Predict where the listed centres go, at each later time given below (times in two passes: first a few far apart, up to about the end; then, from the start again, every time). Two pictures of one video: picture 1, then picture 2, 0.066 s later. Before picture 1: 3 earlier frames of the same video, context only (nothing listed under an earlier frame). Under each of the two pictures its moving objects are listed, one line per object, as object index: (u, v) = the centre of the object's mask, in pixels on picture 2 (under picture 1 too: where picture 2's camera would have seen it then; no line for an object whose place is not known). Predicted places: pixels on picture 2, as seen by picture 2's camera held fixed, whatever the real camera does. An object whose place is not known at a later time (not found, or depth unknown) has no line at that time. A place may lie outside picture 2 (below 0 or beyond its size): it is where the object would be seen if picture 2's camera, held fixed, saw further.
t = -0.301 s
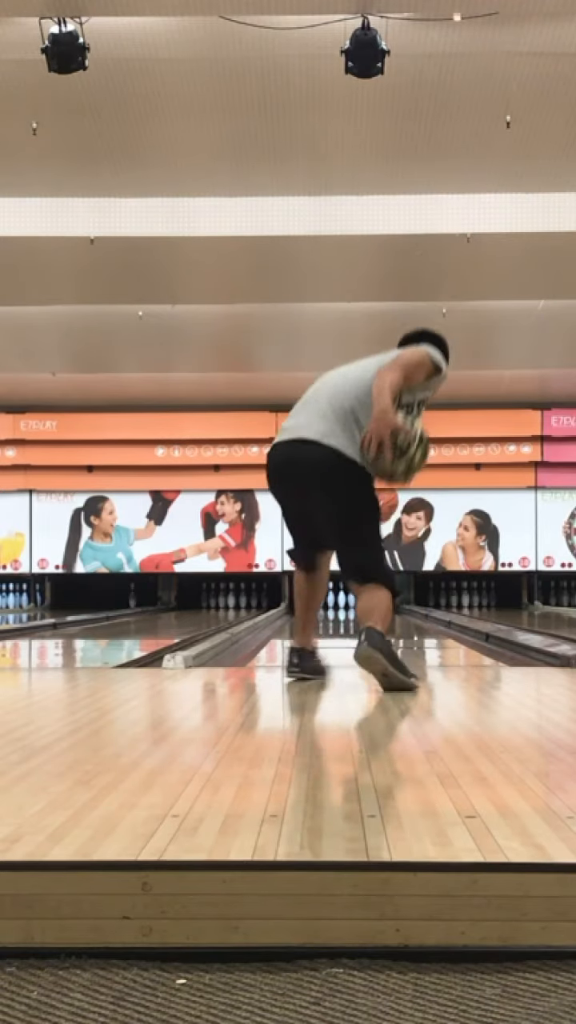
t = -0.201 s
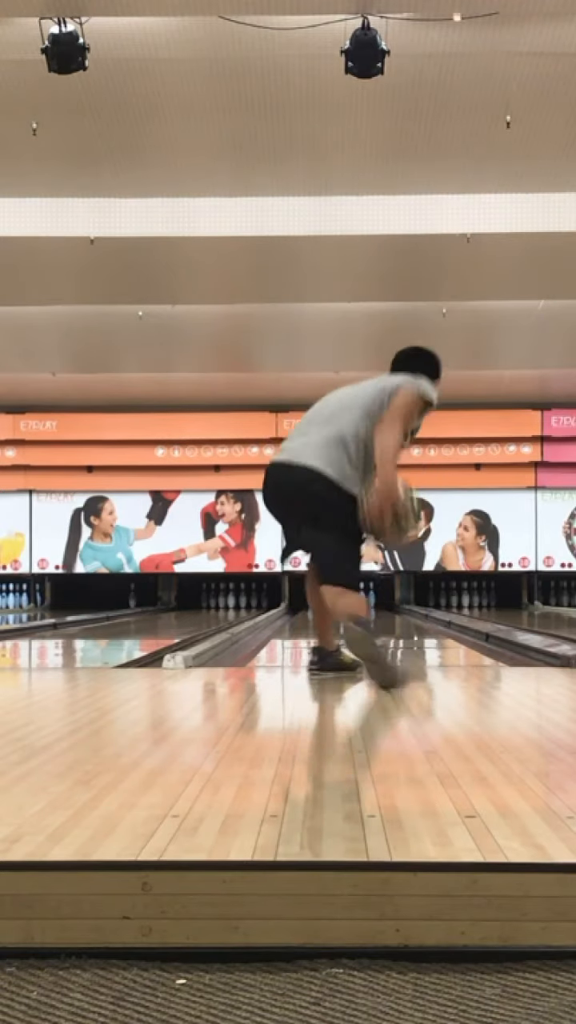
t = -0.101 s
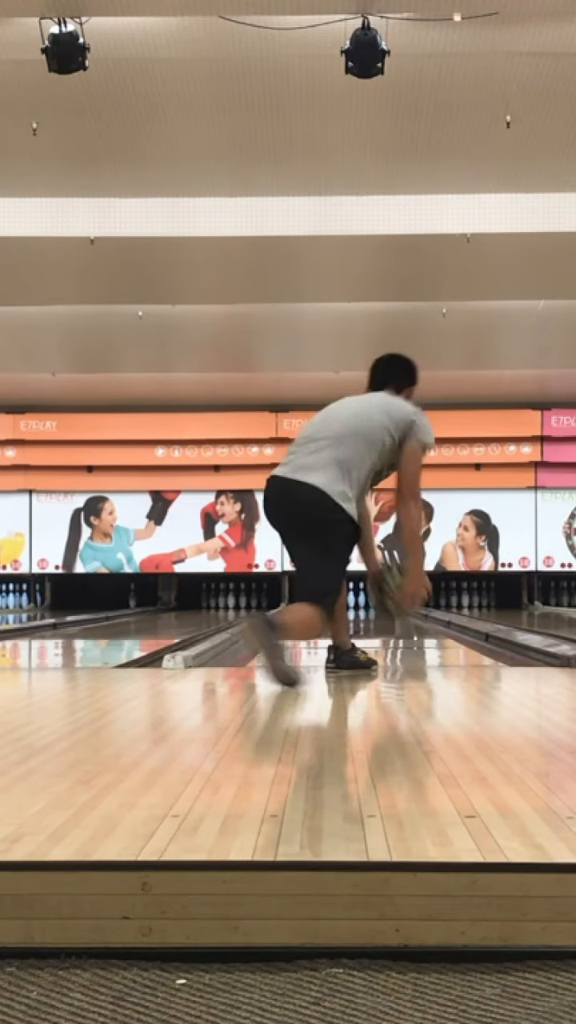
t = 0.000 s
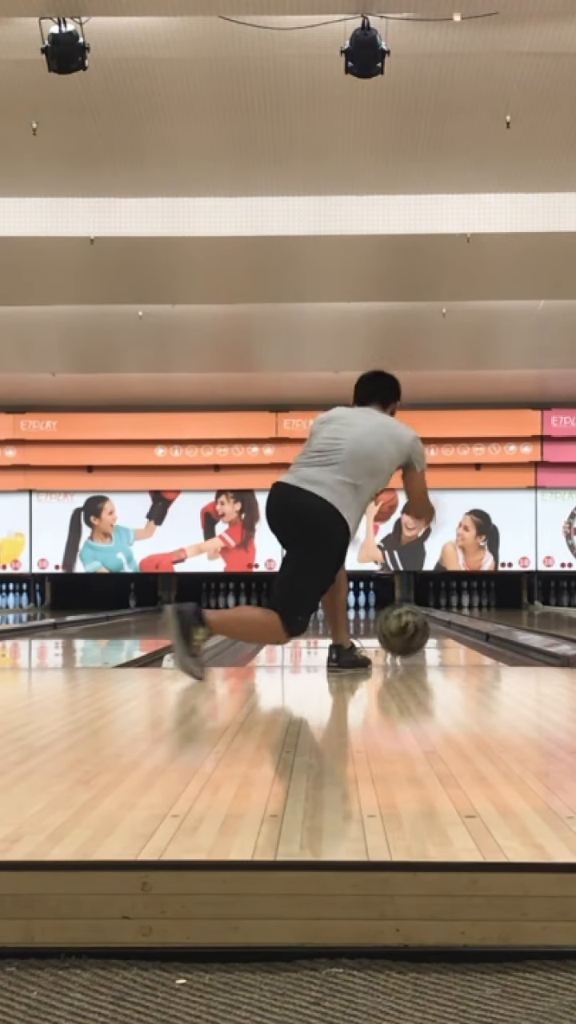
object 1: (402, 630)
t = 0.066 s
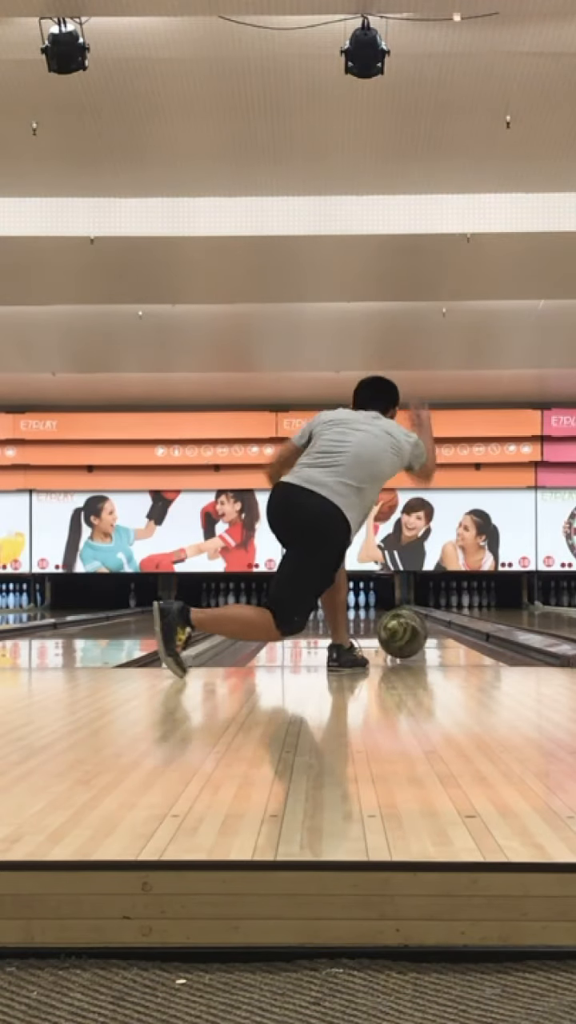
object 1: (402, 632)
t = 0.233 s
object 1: (400, 628)
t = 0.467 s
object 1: (395, 621)
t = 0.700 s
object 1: (391, 616)
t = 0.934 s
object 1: (387, 613)
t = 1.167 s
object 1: (383, 610)
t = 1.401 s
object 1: (380, 609)
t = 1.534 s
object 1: (378, 607)
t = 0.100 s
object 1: (401, 632)
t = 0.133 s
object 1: (401, 632)
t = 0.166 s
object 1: (400, 630)
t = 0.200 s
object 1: (400, 629)
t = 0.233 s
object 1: (400, 628)
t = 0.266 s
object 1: (399, 627)
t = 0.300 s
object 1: (398, 626)
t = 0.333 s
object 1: (397, 626)
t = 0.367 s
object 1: (397, 625)
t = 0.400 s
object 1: (396, 624)
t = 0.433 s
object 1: (396, 623)
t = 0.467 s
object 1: (395, 621)
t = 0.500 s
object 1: (395, 620)
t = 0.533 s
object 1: (394, 620)
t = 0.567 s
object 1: (394, 619)
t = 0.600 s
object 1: (393, 618)
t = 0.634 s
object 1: (392, 617)
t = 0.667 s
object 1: (392, 617)
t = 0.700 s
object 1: (391, 616)
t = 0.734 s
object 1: (390, 616)
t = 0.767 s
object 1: (390, 616)
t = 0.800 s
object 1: (389, 615)
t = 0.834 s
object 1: (389, 615)
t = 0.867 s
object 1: (388, 614)
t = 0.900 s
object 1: (388, 614)
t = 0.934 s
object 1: (387, 613)
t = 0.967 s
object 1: (386, 613)
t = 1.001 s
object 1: (386, 613)
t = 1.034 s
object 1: (385, 613)
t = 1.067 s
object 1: (385, 612)
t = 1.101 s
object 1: (384, 611)
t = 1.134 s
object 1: (384, 611)
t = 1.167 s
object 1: (383, 610)
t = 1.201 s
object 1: (383, 610)
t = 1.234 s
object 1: (382, 609)
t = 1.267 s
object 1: (381, 609)
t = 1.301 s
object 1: (381, 609)
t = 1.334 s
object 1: (381, 609)
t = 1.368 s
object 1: (380, 609)
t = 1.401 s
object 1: (380, 609)
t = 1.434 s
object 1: (379, 608)
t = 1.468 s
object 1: (378, 608)
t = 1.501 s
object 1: (378, 607)
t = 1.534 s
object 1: (378, 607)
